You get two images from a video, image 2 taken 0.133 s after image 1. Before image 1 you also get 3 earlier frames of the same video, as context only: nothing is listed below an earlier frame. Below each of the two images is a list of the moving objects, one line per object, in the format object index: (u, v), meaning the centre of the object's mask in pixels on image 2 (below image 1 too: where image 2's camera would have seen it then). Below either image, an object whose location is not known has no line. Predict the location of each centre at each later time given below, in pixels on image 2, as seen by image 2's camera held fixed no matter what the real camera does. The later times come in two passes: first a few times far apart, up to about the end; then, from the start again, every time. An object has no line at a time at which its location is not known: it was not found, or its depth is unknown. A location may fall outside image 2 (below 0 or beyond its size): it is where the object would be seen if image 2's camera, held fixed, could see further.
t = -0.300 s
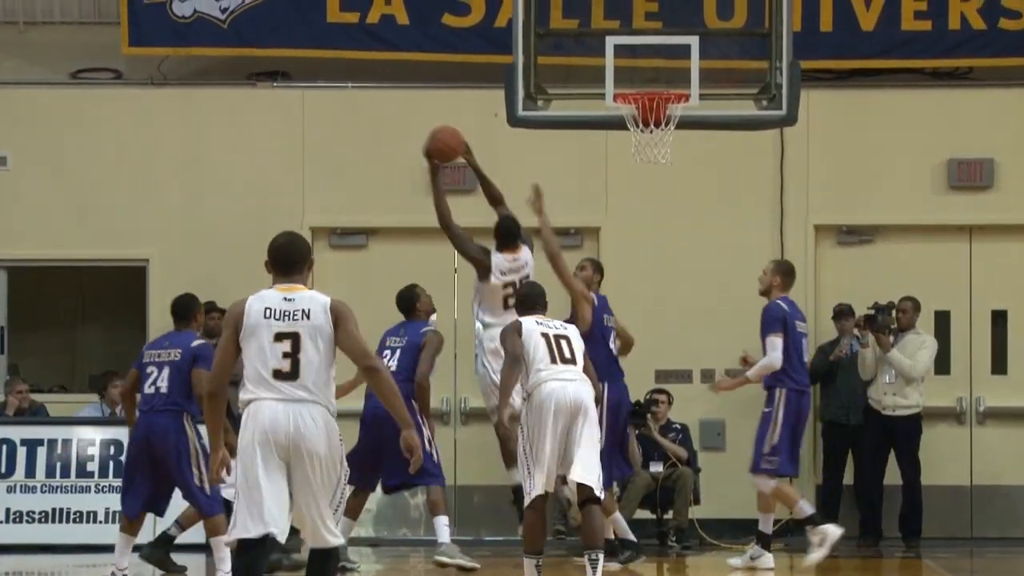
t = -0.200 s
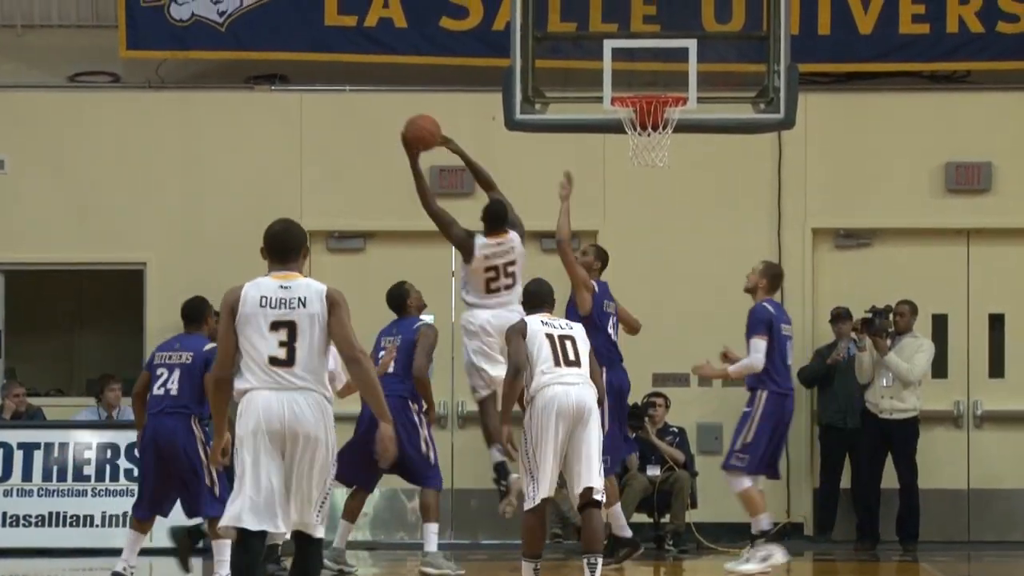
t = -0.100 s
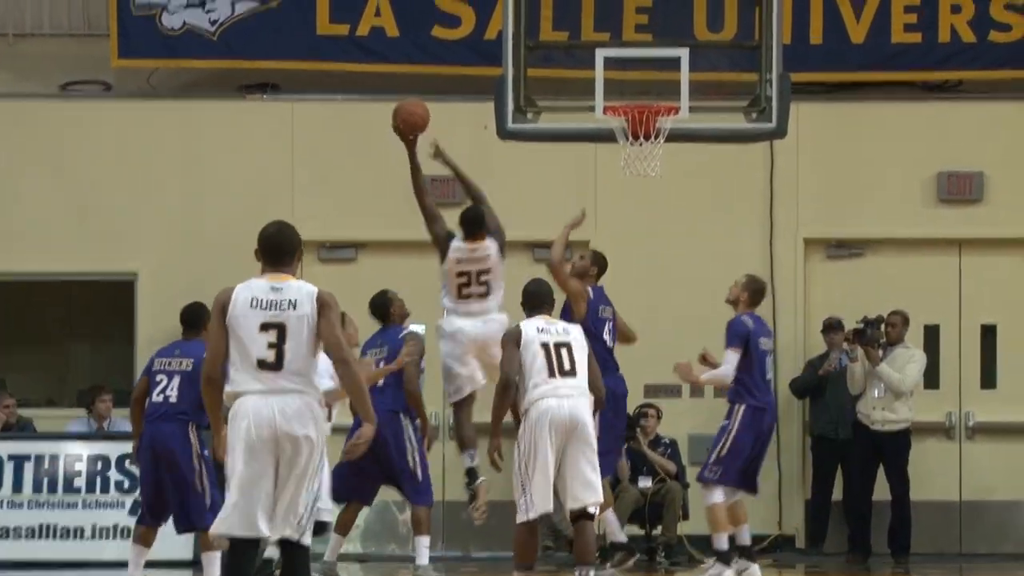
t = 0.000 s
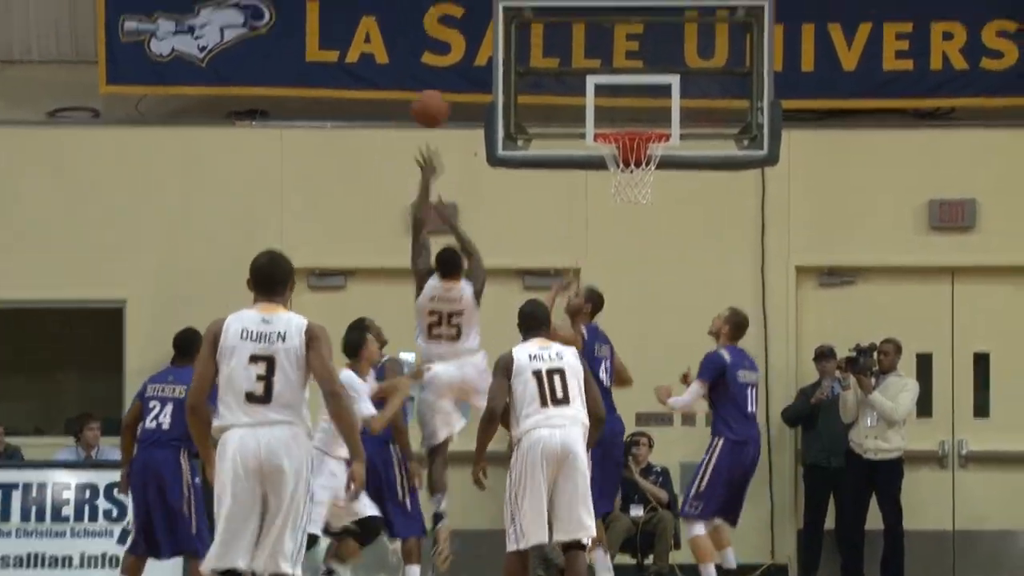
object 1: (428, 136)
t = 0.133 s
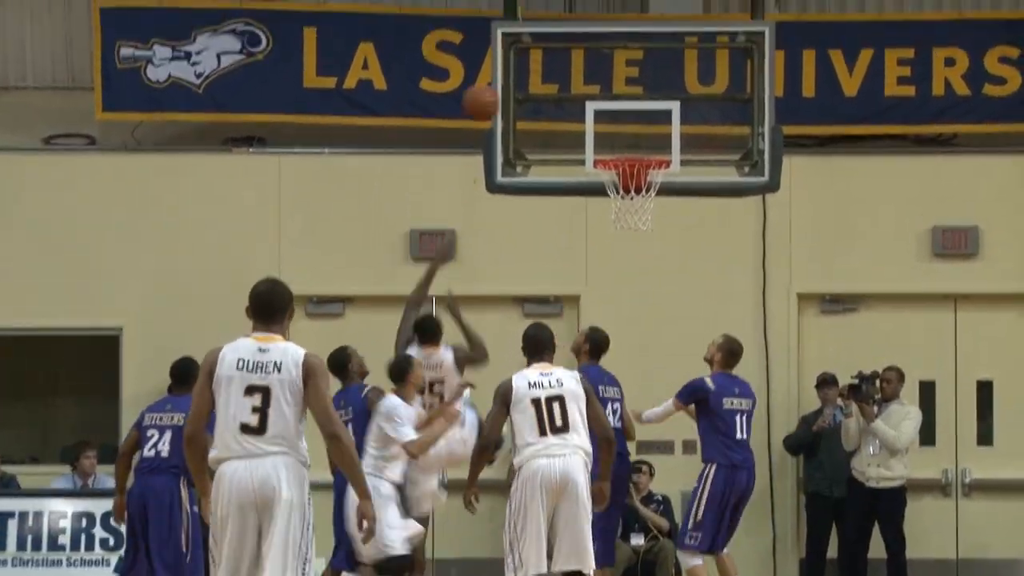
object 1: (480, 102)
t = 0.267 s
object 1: (531, 99)
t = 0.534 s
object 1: (584, 133)
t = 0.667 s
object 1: (567, 111)
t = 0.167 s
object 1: (494, 99)
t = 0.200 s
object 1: (507, 97)
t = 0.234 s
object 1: (520, 96)
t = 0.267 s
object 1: (531, 99)
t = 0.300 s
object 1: (545, 101)
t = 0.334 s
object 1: (557, 105)
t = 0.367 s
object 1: (564, 110)
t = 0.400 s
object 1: (571, 117)
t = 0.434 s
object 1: (577, 126)
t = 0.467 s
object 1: (585, 135)
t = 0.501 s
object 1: (588, 142)
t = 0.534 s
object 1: (584, 133)
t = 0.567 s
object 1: (579, 125)
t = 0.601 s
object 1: (575, 118)
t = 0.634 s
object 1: (571, 114)
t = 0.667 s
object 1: (567, 111)
